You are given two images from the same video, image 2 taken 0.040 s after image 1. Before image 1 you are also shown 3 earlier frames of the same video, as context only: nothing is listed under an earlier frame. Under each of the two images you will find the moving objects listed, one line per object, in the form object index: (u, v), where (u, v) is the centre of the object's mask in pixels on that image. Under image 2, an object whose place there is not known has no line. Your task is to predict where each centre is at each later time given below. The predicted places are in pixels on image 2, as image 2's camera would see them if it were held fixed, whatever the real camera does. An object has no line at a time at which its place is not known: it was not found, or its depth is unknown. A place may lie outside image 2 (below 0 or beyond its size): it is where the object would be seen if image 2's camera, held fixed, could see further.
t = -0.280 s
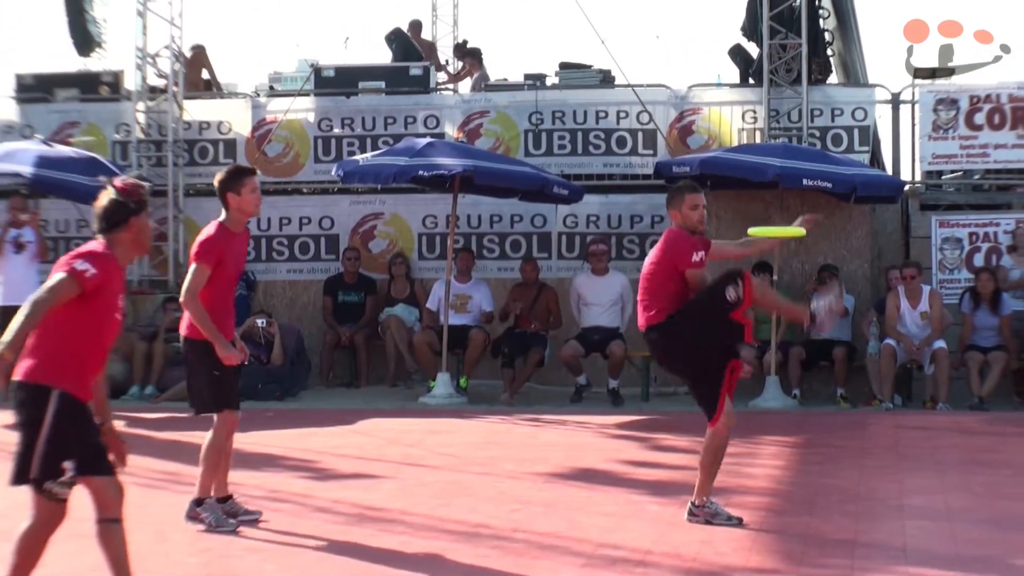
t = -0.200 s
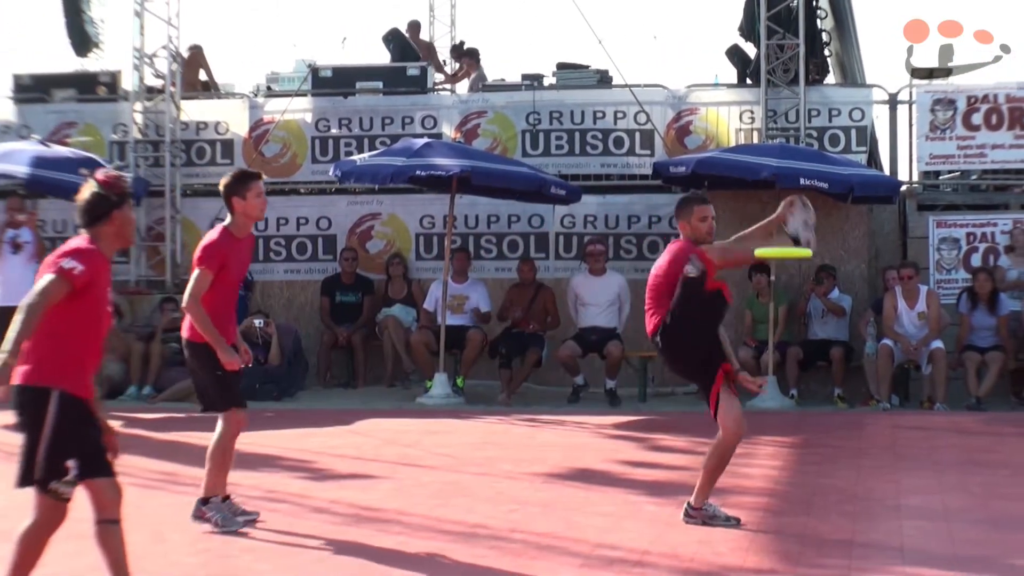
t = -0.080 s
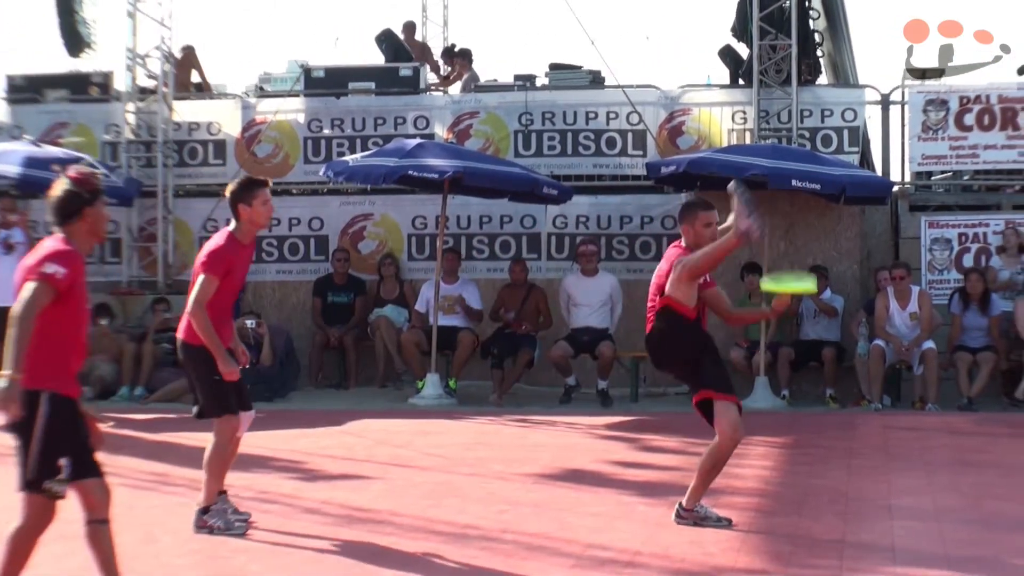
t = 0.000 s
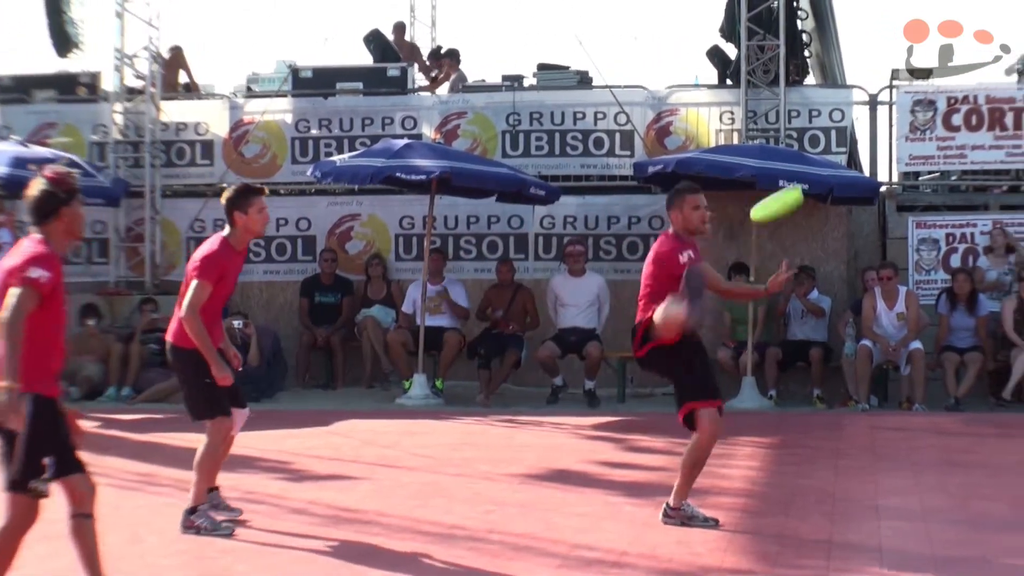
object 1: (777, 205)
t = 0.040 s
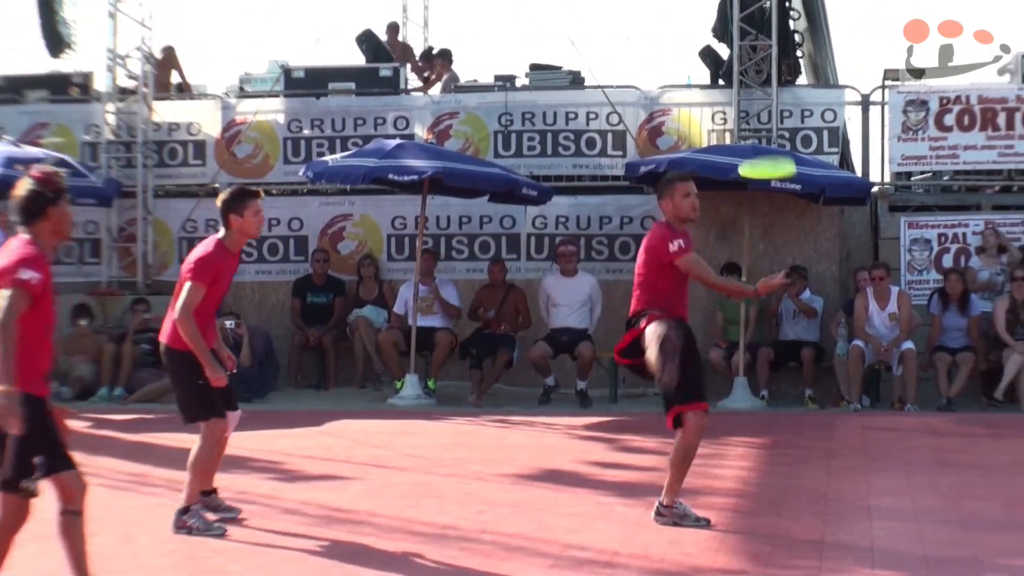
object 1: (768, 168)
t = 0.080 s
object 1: (764, 139)
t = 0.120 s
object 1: (765, 114)
